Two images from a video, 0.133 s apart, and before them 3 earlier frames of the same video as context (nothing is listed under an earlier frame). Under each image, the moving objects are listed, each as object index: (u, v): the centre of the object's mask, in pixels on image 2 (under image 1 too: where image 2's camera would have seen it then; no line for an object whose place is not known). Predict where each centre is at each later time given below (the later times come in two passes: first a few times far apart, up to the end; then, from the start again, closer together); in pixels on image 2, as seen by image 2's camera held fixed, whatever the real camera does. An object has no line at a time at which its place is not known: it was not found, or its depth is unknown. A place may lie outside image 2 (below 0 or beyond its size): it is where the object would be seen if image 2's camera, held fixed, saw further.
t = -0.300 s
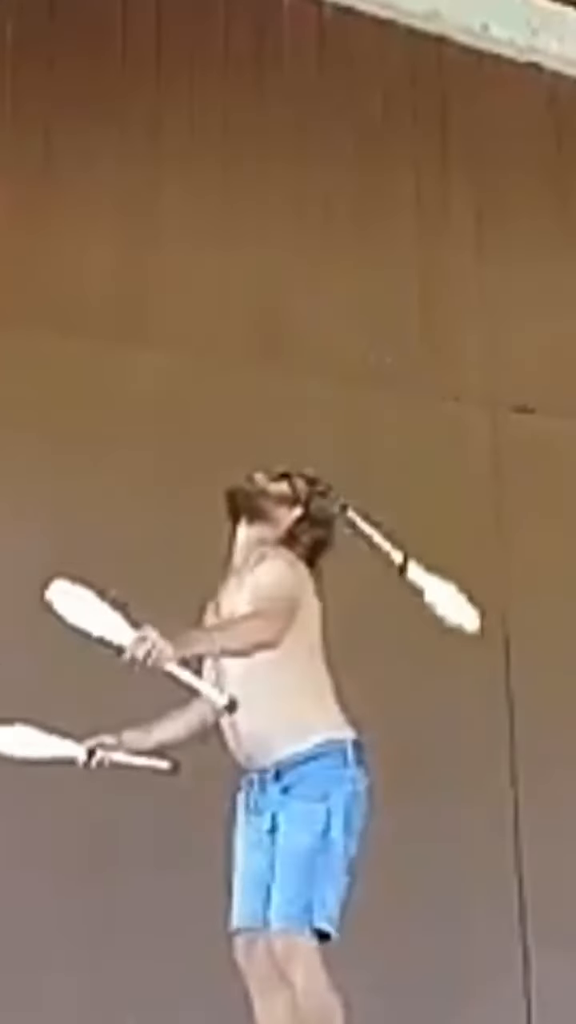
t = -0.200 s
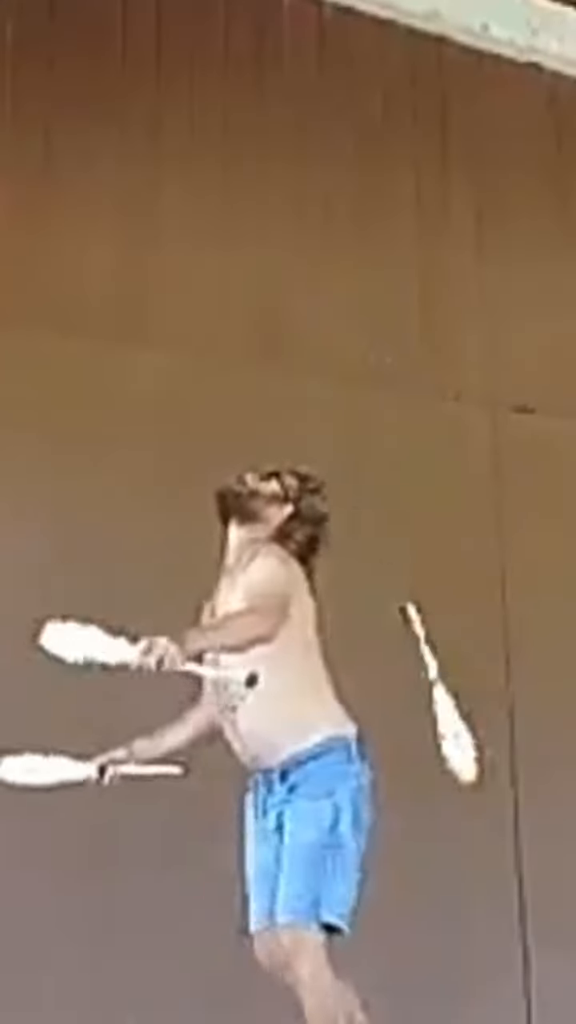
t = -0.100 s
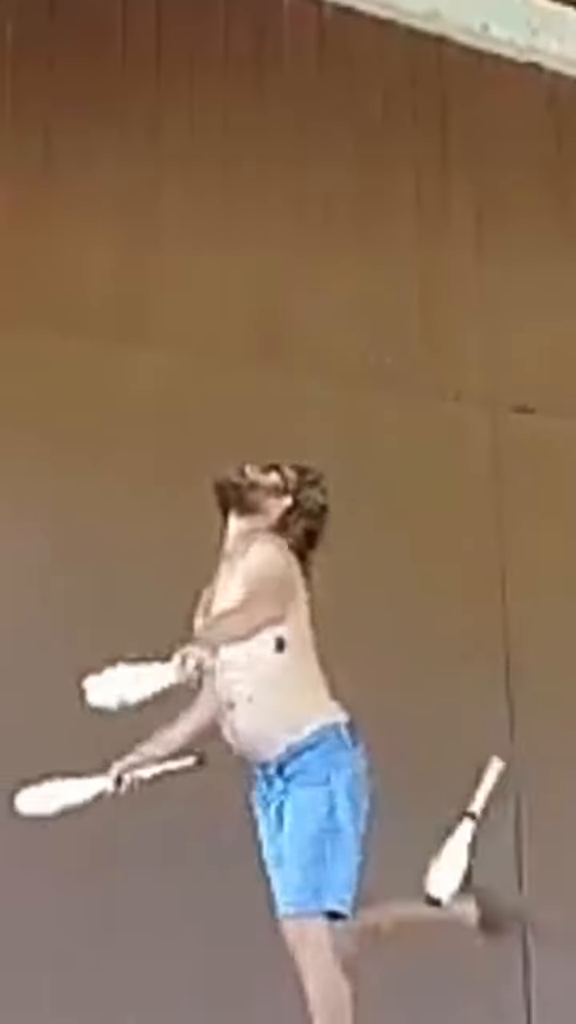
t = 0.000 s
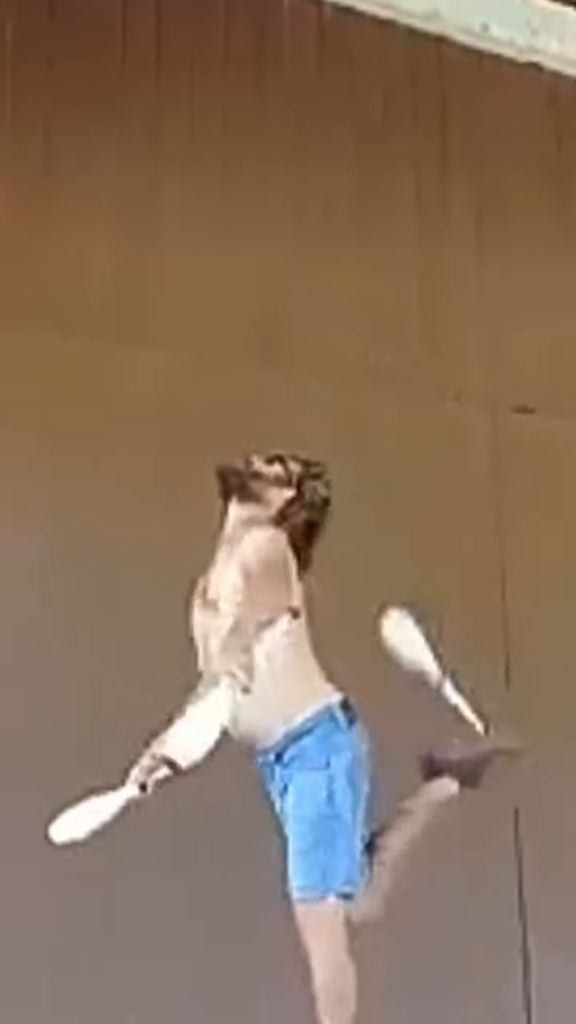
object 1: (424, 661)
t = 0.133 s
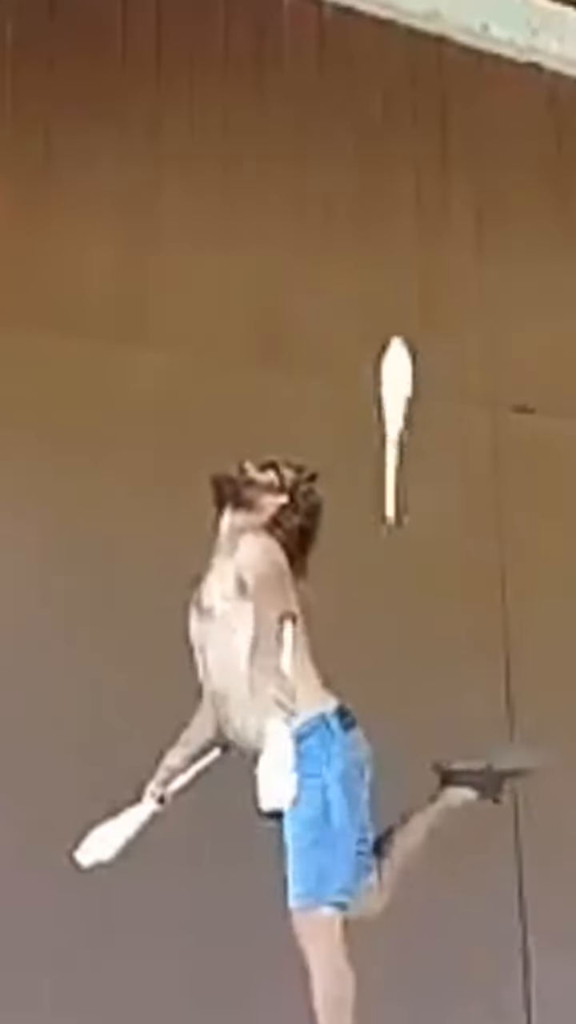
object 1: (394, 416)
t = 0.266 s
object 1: (369, 245)
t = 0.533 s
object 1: (334, 72)
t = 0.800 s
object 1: (298, 114)
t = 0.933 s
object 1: (284, 228)
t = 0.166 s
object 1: (387, 371)
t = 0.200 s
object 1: (380, 323)
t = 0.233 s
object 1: (374, 282)
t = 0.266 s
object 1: (369, 245)
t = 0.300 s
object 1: (362, 212)
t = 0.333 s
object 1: (359, 181)
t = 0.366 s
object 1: (355, 153)
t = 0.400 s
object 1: (348, 130)
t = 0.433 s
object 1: (346, 111)
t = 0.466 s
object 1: (341, 93)
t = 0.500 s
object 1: (337, 80)
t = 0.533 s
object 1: (334, 72)
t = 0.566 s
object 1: (334, 74)
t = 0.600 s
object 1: (330, 74)
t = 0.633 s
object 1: (324, 78)
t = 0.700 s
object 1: (310, 85)
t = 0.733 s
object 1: (303, 93)
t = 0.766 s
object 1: (300, 99)
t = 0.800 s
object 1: (298, 114)
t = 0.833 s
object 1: (294, 136)
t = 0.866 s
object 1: (290, 162)
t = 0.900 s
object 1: (287, 193)
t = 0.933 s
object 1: (284, 228)
